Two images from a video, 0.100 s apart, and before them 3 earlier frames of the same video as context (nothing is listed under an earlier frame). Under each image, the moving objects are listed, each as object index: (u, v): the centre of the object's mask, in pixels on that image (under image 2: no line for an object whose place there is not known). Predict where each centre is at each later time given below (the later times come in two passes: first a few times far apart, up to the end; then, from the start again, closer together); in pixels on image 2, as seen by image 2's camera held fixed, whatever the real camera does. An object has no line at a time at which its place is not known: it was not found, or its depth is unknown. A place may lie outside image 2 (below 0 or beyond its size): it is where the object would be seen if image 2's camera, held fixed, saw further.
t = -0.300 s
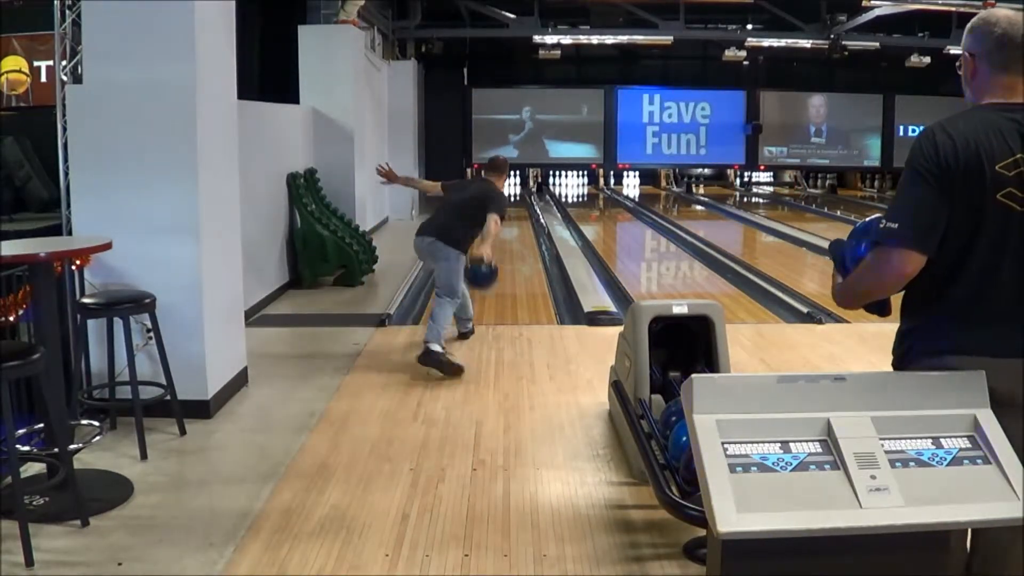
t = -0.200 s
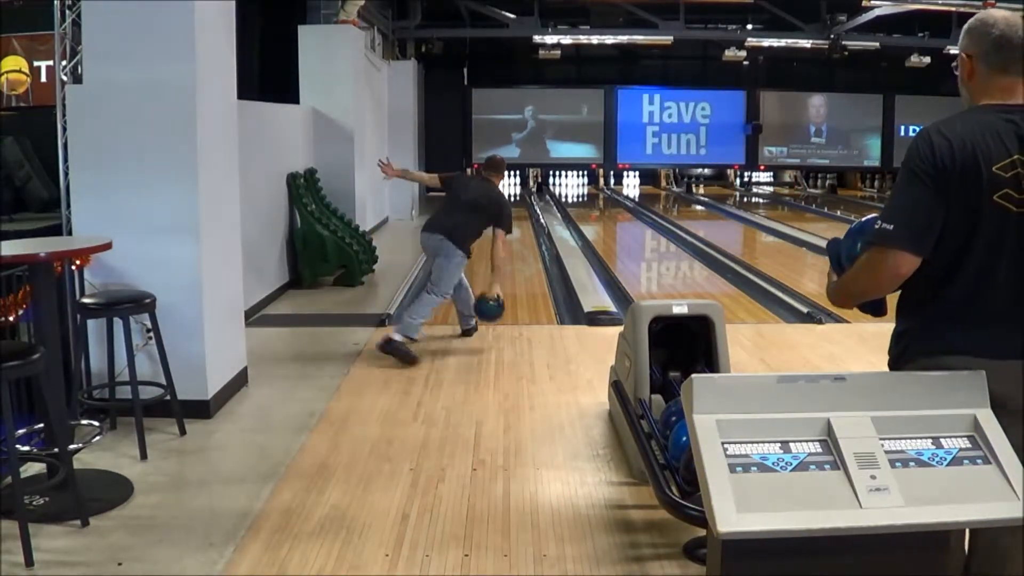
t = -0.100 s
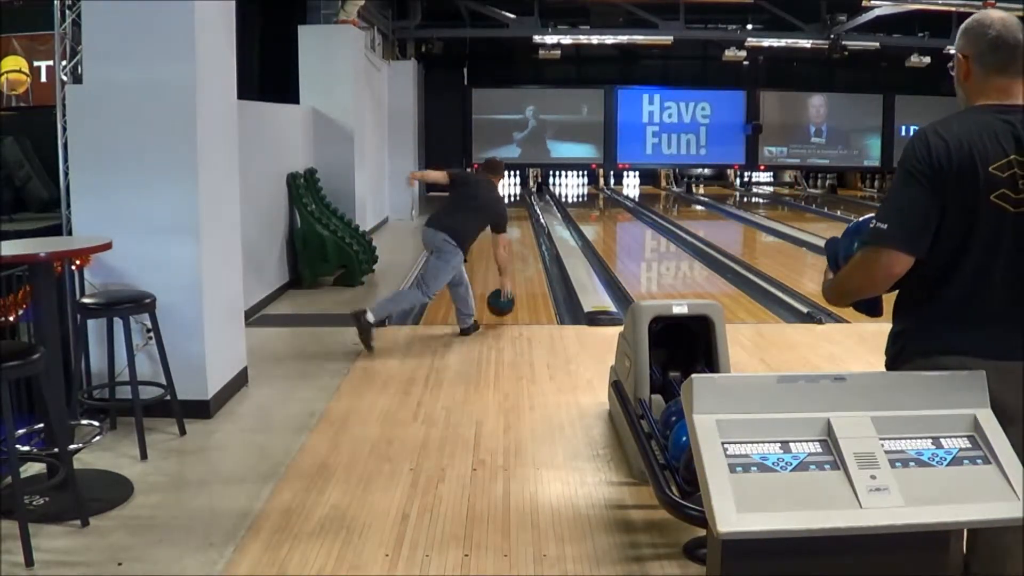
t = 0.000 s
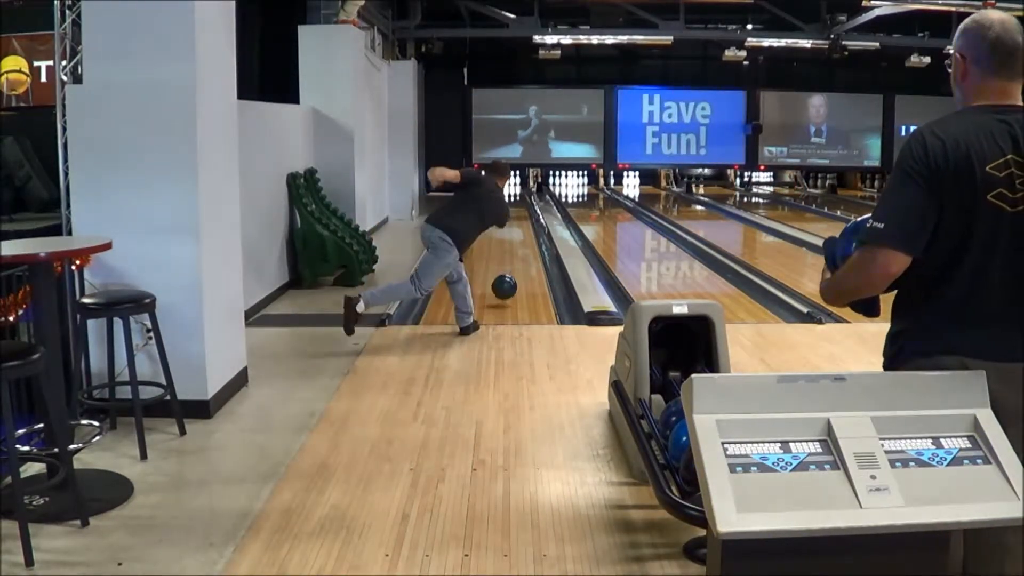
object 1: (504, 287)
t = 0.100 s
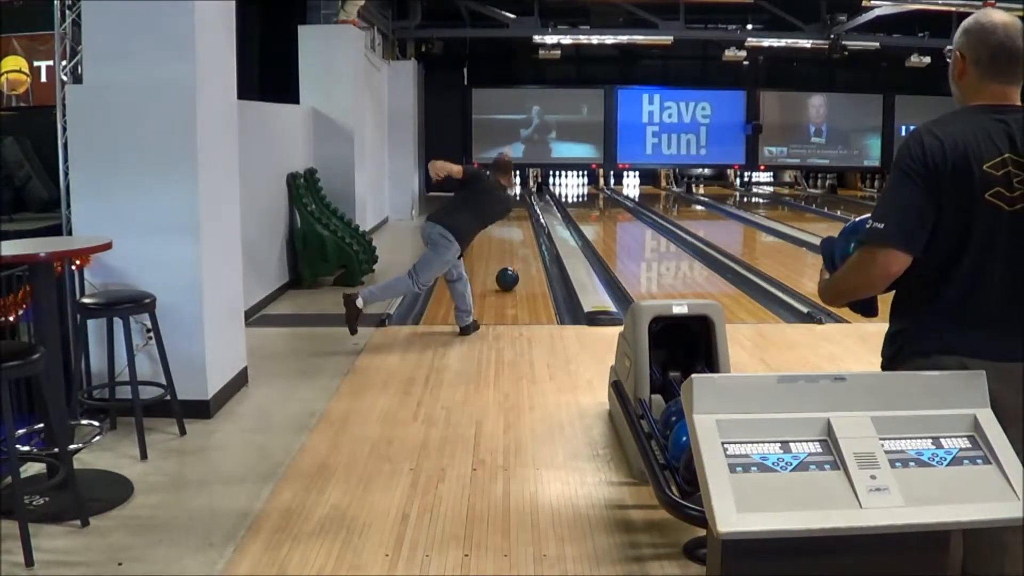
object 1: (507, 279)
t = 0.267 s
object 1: (511, 260)
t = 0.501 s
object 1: (513, 241)
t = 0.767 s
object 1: (515, 224)
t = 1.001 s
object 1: (515, 215)
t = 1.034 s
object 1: (516, 214)
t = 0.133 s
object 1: (508, 275)
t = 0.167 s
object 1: (509, 271)
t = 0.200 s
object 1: (509, 267)
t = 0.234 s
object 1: (510, 264)
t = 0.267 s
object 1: (511, 260)
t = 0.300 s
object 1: (511, 257)
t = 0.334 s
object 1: (512, 254)
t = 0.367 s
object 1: (512, 251)
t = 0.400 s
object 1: (513, 249)
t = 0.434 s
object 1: (513, 246)
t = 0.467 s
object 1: (513, 243)
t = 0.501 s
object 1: (513, 241)
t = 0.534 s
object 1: (509, 238)
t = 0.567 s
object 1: (521, 236)
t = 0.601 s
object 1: (519, 235)
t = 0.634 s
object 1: (517, 232)
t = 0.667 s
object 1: (516, 230)
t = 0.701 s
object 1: (515, 228)
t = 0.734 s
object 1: (515, 226)
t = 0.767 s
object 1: (515, 224)
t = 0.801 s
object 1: (516, 223)
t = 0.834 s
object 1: (515, 221)
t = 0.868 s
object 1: (515, 220)
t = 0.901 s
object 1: (516, 218)
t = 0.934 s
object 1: (516, 217)
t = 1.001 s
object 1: (515, 215)
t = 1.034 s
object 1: (516, 214)
